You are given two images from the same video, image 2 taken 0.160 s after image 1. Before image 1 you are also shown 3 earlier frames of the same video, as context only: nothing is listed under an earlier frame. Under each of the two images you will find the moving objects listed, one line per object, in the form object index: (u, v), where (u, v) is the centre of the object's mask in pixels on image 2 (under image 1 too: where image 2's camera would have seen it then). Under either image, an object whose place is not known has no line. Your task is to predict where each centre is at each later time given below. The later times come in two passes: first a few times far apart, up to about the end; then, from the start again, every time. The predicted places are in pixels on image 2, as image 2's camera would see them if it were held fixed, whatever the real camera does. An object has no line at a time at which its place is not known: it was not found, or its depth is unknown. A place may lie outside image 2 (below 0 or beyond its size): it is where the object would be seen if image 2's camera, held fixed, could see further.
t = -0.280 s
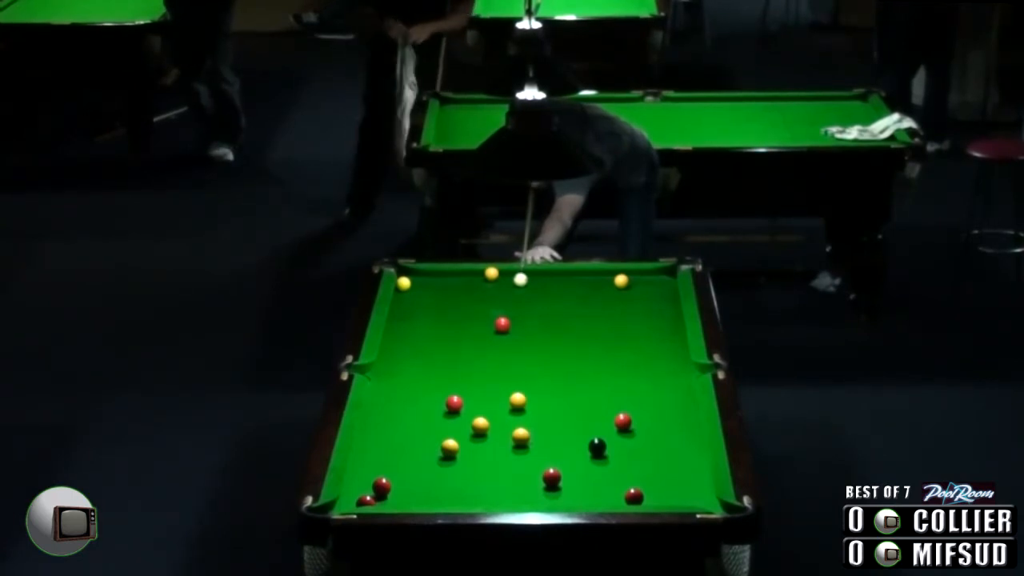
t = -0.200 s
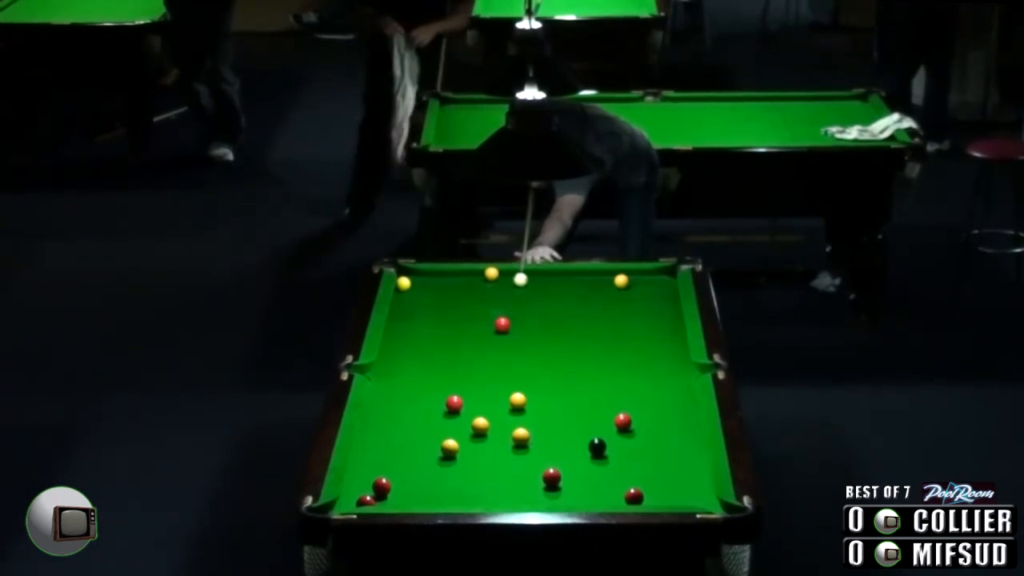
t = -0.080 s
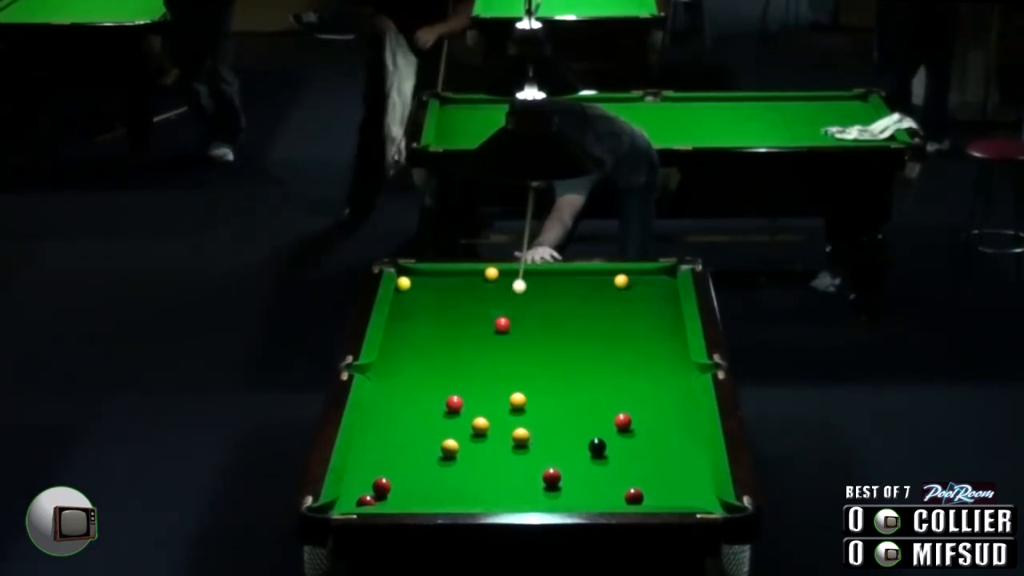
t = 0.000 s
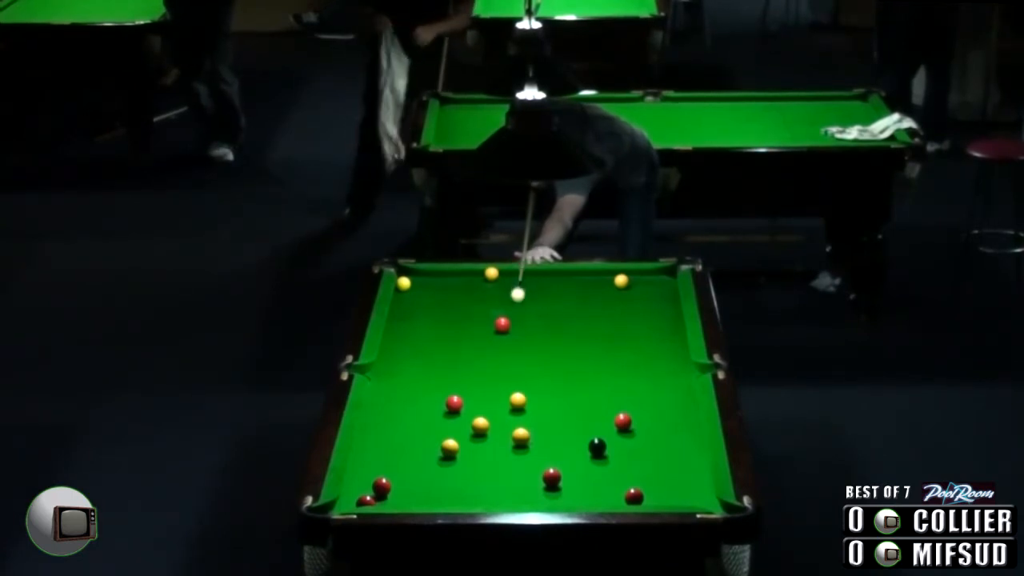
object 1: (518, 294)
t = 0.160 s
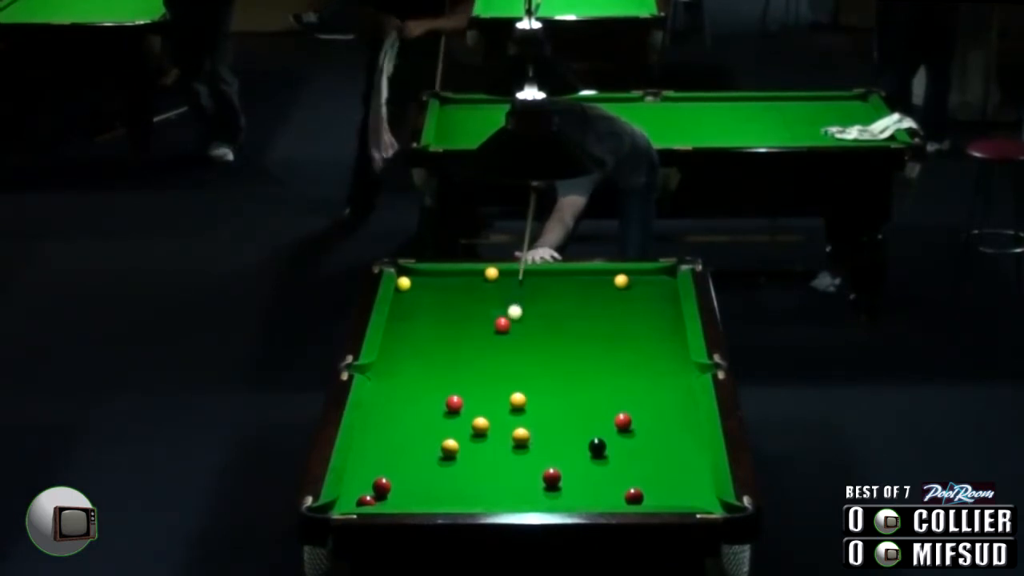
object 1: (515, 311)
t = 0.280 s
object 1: (519, 323)
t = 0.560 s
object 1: (553, 339)
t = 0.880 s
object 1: (593, 359)
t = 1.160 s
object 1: (628, 376)
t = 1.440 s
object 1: (662, 393)
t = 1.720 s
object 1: (688, 408)
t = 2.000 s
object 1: (676, 421)
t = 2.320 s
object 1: (663, 434)
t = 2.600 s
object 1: (653, 445)
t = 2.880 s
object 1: (643, 455)
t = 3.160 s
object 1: (634, 464)
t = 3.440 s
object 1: (626, 473)
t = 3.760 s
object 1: (617, 482)
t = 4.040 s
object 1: (611, 489)
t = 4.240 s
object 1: (608, 493)
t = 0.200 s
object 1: (514, 316)
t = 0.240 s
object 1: (514, 320)
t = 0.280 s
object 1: (519, 323)
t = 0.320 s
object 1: (524, 325)
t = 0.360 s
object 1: (529, 328)
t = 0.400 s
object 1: (534, 330)
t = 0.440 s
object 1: (539, 332)
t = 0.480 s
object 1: (544, 335)
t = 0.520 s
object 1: (549, 337)
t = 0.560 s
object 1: (553, 339)
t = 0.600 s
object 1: (559, 342)
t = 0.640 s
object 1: (564, 344)
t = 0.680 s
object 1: (568, 347)
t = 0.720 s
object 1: (573, 349)
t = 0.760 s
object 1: (578, 352)
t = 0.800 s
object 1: (583, 354)
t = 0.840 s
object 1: (588, 357)
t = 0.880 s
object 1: (593, 359)
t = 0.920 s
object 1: (598, 362)
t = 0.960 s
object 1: (603, 364)
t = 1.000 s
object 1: (608, 366)
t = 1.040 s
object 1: (613, 369)
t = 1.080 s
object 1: (618, 371)
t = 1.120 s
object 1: (623, 373)
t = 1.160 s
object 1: (628, 376)
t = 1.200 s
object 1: (633, 378)
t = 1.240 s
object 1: (638, 380)
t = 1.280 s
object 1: (643, 382)
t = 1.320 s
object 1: (648, 385)
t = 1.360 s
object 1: (653, 388)
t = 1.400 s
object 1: (657, 390)
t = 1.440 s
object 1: (662, 393)
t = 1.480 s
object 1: (667, 395)
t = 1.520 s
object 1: (672, 397)
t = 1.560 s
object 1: (677, 400)
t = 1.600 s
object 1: (682, 402)
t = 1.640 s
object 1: (687, 404)
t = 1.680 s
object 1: (690, 407)
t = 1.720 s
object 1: (688, 408)
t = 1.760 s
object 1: (686, 410)
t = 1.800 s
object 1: (685, 412)
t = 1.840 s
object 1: (683, 414)
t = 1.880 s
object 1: (681, 415)
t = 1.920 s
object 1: (679, 417)
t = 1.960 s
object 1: (678, 419)
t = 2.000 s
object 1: (676, 421)
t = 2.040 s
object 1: (675, 422)
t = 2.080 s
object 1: (673, 424)
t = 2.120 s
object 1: (671, 425)
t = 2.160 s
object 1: (670, 427)
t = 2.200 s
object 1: (668, 429)
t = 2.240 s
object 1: (667, 430)
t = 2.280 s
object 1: (665, 432)
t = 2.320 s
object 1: (663, 434)
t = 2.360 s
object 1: (662, 435)
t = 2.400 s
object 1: (661, 436)
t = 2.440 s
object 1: (659, 438)
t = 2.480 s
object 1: (658, 440)
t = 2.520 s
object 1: (656, 441)
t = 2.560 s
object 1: (655, 443)
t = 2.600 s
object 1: (653, 445)
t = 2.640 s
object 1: (652, 446)
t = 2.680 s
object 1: (651, 448)
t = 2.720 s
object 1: (649, 449)
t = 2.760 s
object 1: (648, 451)
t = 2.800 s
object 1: (646, 452)
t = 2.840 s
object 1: (645, 453)
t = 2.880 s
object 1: (643, 455)
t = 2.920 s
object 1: (642, 456)
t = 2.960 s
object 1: (641, 458)
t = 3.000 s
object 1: (639, 459)
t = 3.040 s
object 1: (638, 461)
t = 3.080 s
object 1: (637, 462)
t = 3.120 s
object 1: (635, 463)
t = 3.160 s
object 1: (634, 464)
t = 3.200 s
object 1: (633, 466)
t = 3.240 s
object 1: (632, 467)
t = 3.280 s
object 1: (631, 468)
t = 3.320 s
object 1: (630, 469)
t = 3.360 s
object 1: (628, 471)
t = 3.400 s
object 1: (627, 471)
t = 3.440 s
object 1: (626, 473)
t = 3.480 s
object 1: (625, 474)
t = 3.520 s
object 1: (624, 475)
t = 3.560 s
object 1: (623, 476)
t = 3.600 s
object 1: (622, 478)
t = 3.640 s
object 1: (620, 479)
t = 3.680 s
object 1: (619, 480)
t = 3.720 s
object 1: (618, 481)
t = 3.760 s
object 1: (617, 482)
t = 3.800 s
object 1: (617, 483)
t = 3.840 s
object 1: (615, 484)
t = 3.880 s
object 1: (615, 485)
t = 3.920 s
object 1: (614, 486)
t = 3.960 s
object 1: (613, 487)
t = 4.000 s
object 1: (612, 488)
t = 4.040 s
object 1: (611, 489)
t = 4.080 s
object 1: (611, 490)
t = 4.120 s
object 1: (610, 491)
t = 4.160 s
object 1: (609, 491)
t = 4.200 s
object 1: (608, 492)
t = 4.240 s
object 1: (608, 493)
